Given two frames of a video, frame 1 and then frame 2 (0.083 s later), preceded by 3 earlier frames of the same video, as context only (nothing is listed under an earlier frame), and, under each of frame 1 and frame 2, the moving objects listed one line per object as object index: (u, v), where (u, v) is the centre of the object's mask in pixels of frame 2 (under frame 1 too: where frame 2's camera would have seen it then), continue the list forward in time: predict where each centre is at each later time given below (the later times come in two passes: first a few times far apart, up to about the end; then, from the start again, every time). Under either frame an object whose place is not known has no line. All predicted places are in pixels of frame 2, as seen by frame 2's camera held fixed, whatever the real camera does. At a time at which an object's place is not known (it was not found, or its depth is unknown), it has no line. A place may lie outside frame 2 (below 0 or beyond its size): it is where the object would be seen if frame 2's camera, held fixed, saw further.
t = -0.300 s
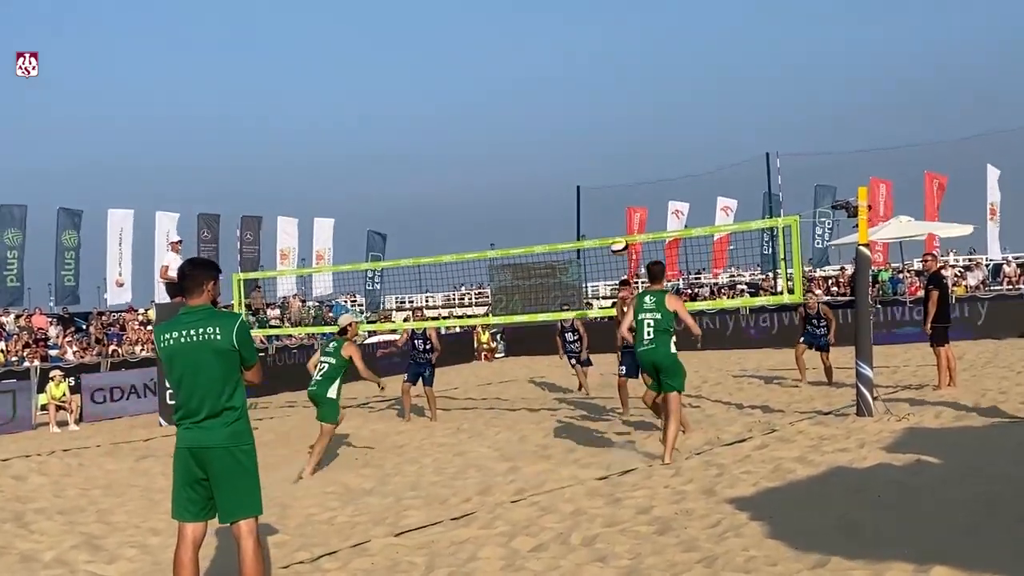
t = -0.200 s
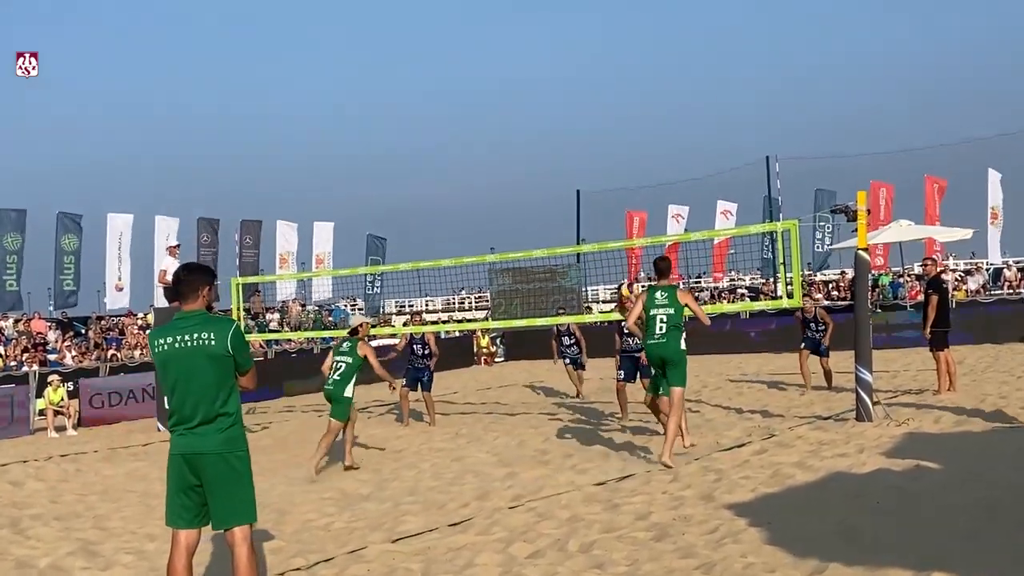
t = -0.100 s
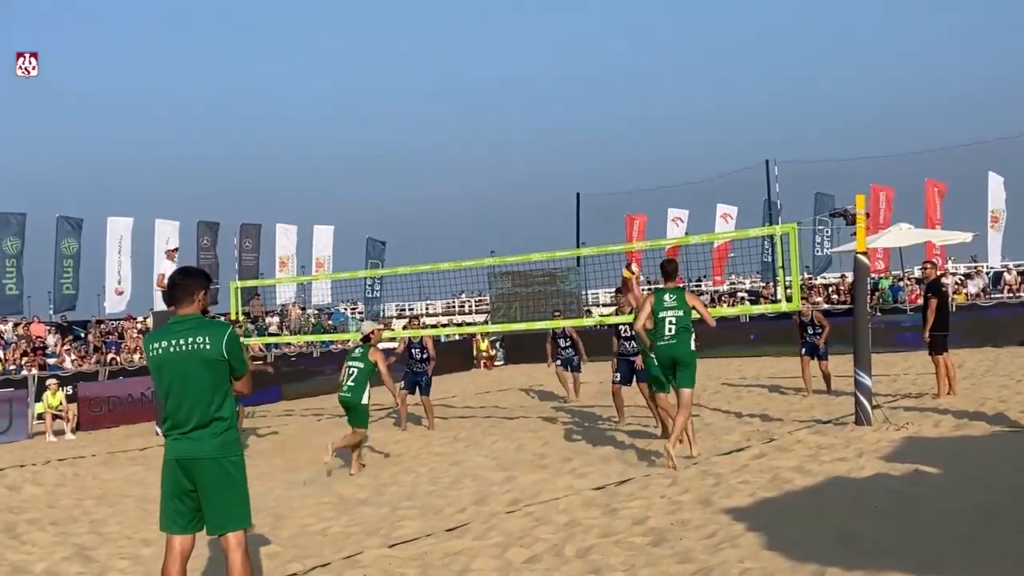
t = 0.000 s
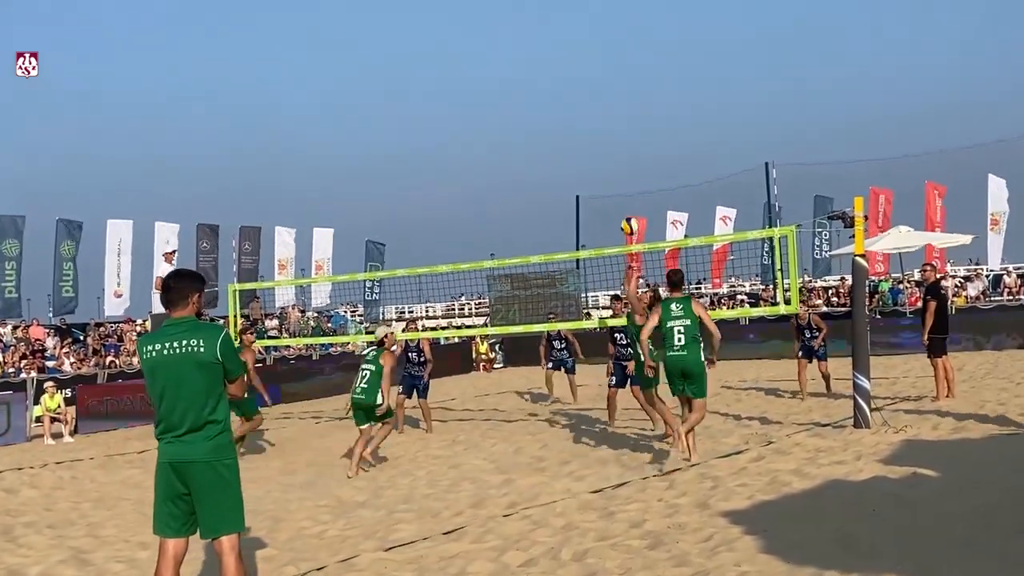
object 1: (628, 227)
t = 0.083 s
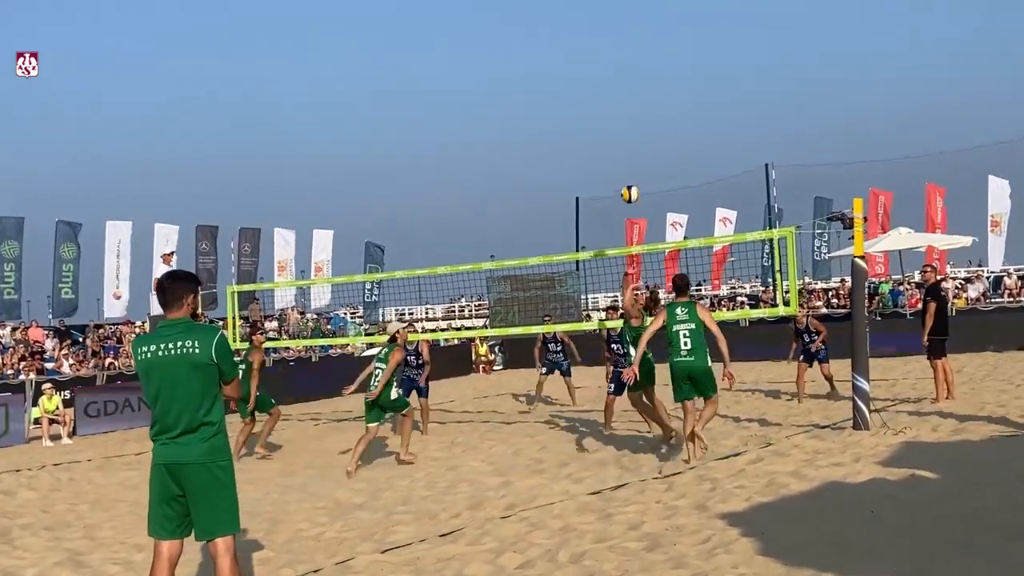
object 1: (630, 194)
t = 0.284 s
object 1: (635, 140)
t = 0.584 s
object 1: (648, 122)
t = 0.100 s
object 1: (630, 188)
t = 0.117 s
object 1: (631, 183)
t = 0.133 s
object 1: (631, 177)
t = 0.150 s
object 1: (631, 172)
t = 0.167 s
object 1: (632, 167)
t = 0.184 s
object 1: (632, 162)
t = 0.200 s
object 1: (632, 158)
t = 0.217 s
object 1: (633, 154)
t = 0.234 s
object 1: (633, 150)
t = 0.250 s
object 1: (633, 146)
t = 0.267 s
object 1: (634, 143)
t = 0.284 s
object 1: (635, 140)
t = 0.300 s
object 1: (635, 137)
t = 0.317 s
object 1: (636, 134)
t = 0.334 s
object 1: (636, 131)
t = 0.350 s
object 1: (637, 130)
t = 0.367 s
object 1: (638, 127)
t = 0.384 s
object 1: (639, 126)
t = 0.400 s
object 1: (640, 124)
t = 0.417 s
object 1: (640, 123)
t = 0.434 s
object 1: (641, 122)
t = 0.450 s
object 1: (641, 121)
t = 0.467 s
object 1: (642, 120)
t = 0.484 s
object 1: (643, 120)
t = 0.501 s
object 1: (644, 119)
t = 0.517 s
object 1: (645, 120)
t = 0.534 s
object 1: (645, 120)
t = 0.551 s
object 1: (646, 120)
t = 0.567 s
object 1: (647, 121)
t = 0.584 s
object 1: (648, 122)
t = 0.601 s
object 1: (650, 124)
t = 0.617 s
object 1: (651, 125)
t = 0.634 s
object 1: (652, 127)
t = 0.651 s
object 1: (653, 129)
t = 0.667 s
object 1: (654, 131)
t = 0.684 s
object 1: (655, 133)
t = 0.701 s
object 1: (656, 136)
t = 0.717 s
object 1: (658, 139)
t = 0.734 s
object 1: (659, 142)
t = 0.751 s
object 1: (660, 146)
